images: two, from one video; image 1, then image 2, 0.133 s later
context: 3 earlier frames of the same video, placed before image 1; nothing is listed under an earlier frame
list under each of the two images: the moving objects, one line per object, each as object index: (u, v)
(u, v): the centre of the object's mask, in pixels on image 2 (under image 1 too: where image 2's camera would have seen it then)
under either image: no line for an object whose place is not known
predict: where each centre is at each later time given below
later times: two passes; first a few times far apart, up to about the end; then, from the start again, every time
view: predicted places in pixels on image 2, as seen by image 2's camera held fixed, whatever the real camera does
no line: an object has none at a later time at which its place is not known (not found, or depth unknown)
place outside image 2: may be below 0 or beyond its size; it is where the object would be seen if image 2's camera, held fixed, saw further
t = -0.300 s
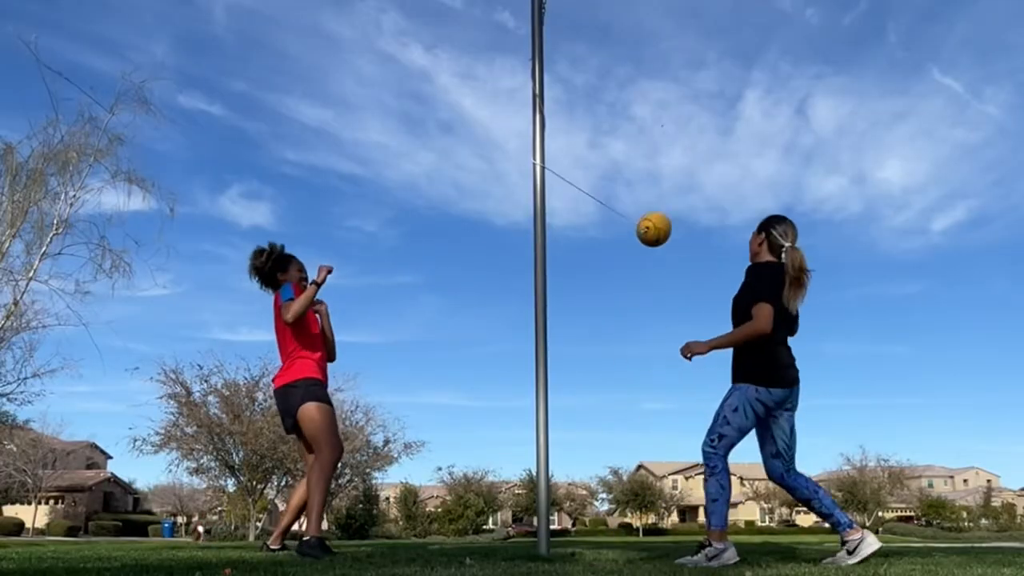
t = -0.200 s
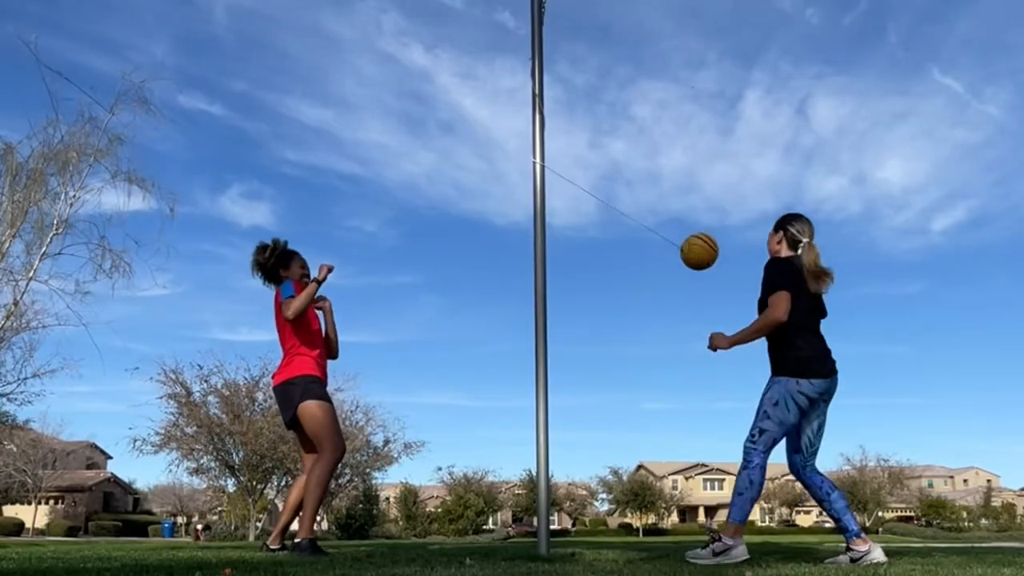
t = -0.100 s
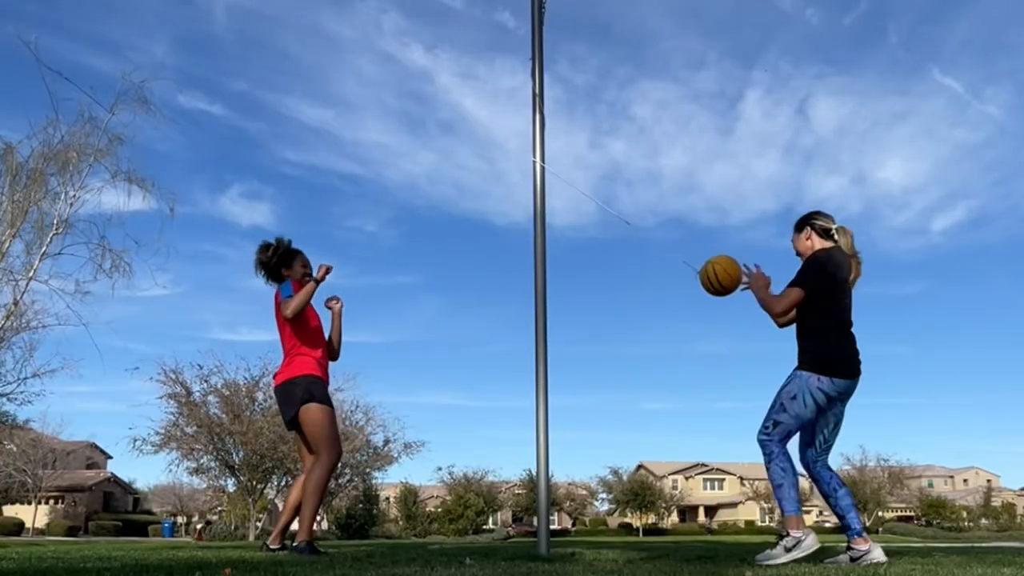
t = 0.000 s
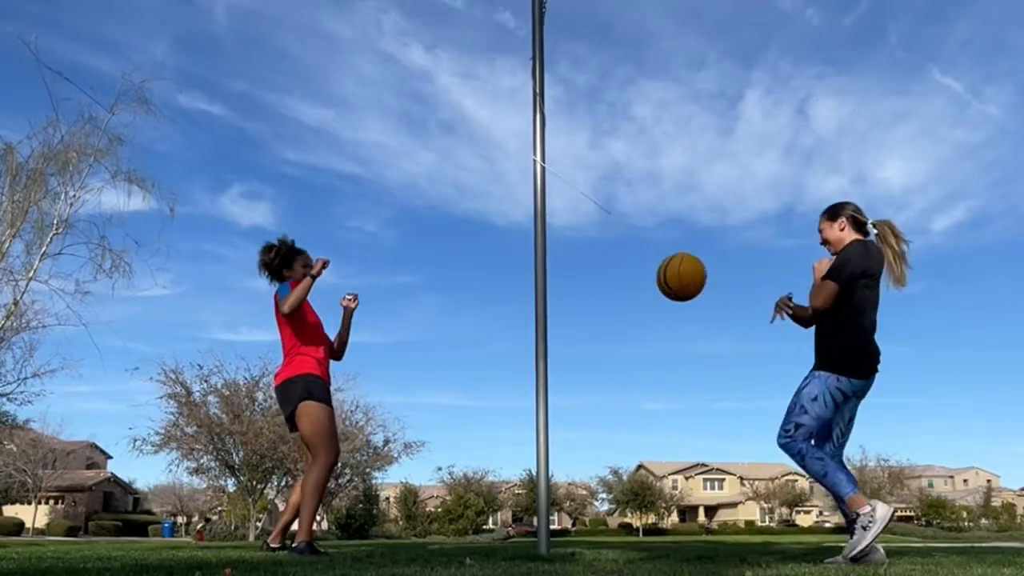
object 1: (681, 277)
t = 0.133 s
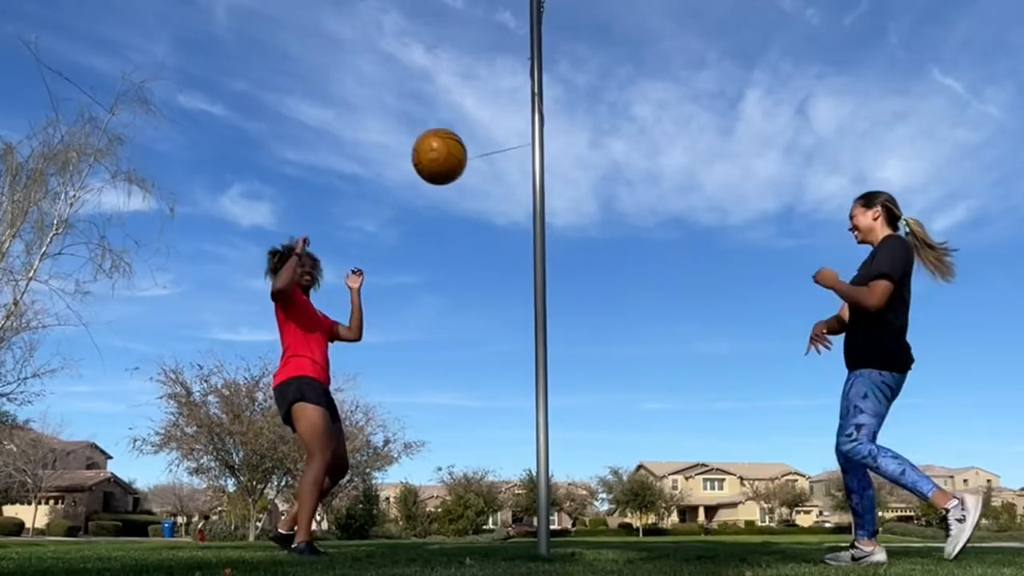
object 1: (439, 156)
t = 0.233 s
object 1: (296, 76)
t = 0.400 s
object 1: (256, 42)
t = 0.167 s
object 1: (378, 124)
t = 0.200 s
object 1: (330, 97)
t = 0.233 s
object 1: (296, 76)
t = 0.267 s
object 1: (272, 61)
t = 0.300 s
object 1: (254, 50)
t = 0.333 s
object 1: (243, 43)
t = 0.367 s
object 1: (244, 40)
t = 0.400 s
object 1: (256, 42)
